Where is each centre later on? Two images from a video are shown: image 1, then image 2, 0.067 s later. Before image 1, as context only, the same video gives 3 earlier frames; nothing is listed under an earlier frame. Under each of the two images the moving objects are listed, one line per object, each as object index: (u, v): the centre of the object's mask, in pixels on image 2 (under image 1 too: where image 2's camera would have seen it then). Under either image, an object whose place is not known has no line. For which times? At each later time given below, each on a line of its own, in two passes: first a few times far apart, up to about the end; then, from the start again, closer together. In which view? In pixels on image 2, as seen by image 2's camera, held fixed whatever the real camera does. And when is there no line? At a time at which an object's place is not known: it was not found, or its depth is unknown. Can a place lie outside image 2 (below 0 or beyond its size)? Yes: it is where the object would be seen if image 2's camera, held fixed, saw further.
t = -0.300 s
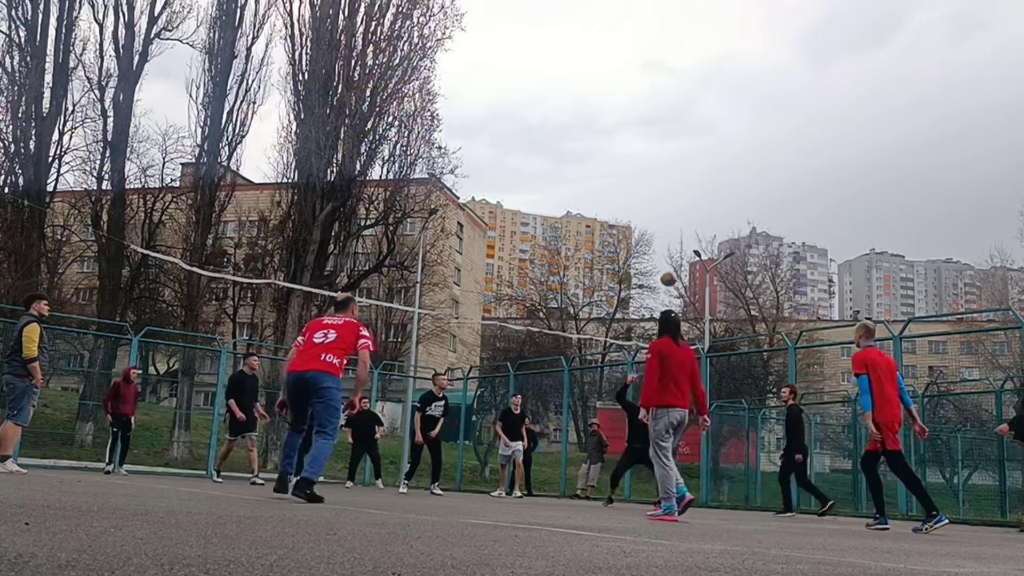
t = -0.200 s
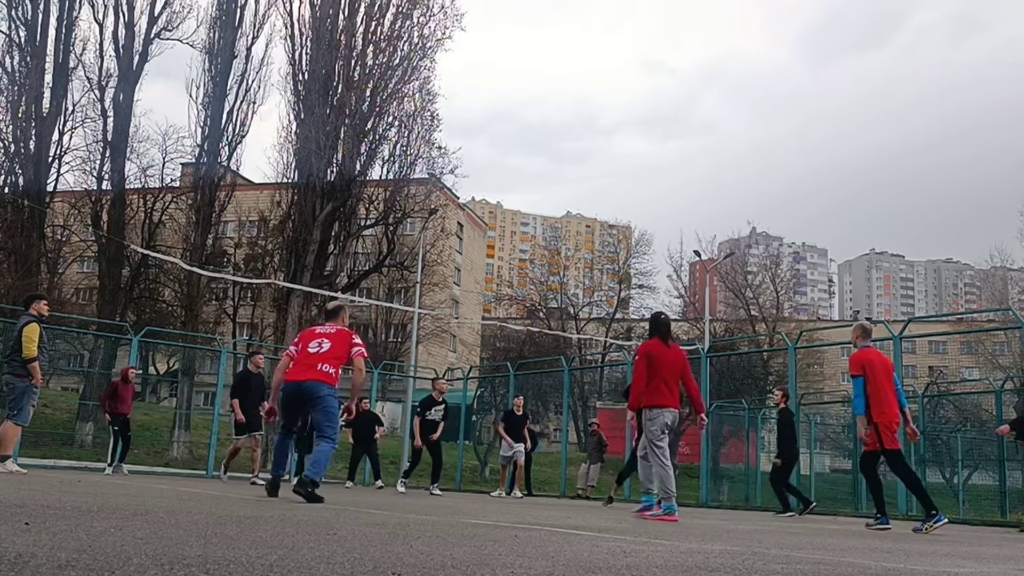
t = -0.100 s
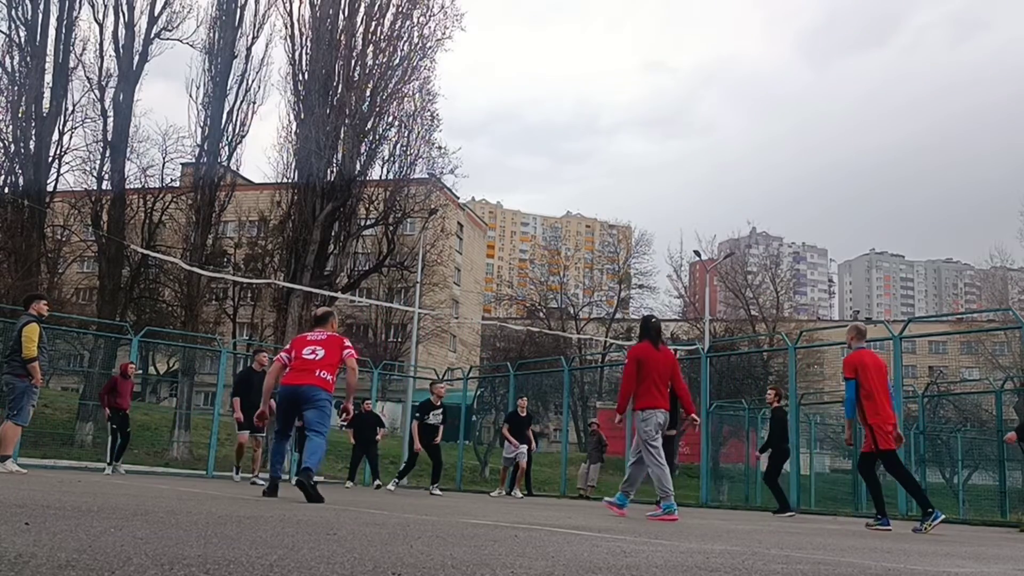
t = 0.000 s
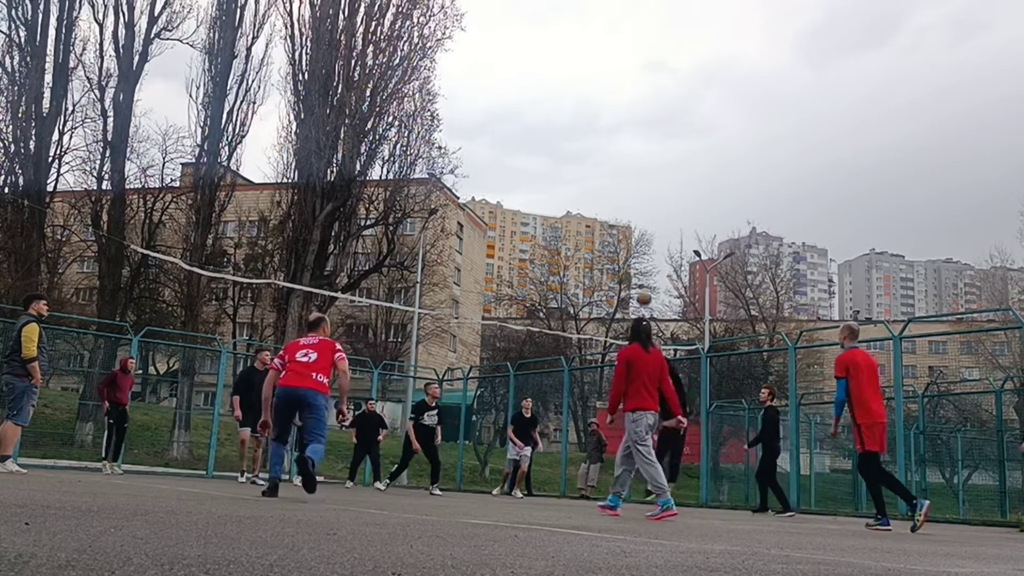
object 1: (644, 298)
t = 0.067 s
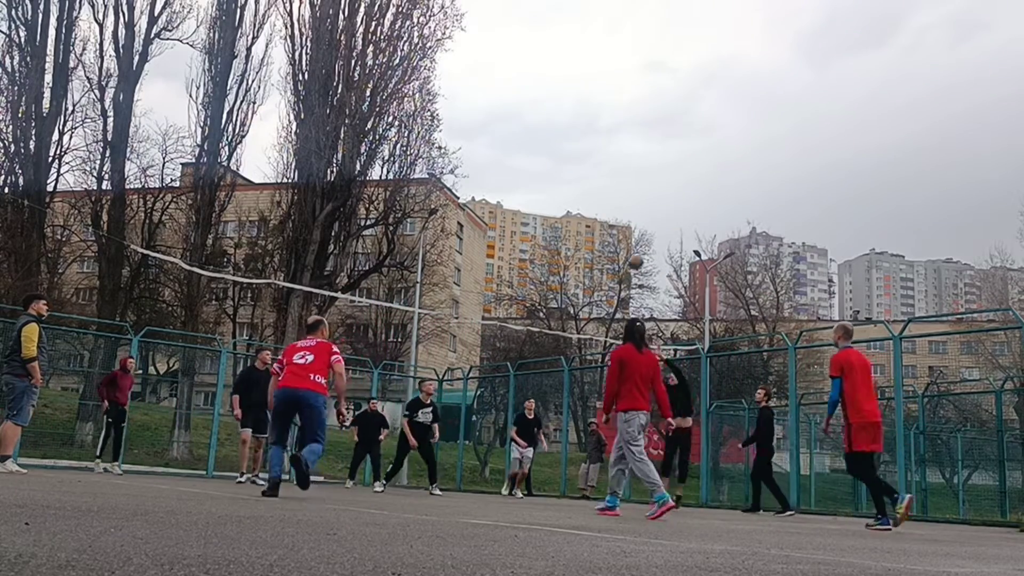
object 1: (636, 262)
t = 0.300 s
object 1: (607, 162)
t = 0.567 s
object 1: (576, 97)
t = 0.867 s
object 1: (538, 81)
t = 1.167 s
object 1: (495, 128)
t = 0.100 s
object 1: (631, 246)
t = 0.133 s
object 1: (628, 230)
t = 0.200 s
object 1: (619, 200)
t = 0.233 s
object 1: (615, 187)
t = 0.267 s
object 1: (611, 174)
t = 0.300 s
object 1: (607, 162)
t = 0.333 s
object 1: (603, 152)
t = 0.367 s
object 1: (600, 142)
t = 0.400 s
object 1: (596, 132)
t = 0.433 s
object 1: (592, 124)
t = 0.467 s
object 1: (588, 116)
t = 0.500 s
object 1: (584, 109)
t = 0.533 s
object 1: (580, 102)
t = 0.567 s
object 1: (576, 97)
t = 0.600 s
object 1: (572, 92)
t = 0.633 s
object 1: (568, 88)
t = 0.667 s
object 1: (564, 85)
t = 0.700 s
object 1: (559, 82)
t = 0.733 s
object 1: (555, 81)
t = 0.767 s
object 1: (551, 79)
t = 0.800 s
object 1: (547, 79)
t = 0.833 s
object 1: (542, 80)
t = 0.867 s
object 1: (538, 81)
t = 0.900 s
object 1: (533, 83)
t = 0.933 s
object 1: (529, 86)
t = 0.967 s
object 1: (524, 89)
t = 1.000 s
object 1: (519, 94)
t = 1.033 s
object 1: (515, 99)
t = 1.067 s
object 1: (510, 105)
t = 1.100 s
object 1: (505, 112)
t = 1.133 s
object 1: (500, 120)
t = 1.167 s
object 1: (495, 128)
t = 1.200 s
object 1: (490, 138)
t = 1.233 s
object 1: (485, 148)
